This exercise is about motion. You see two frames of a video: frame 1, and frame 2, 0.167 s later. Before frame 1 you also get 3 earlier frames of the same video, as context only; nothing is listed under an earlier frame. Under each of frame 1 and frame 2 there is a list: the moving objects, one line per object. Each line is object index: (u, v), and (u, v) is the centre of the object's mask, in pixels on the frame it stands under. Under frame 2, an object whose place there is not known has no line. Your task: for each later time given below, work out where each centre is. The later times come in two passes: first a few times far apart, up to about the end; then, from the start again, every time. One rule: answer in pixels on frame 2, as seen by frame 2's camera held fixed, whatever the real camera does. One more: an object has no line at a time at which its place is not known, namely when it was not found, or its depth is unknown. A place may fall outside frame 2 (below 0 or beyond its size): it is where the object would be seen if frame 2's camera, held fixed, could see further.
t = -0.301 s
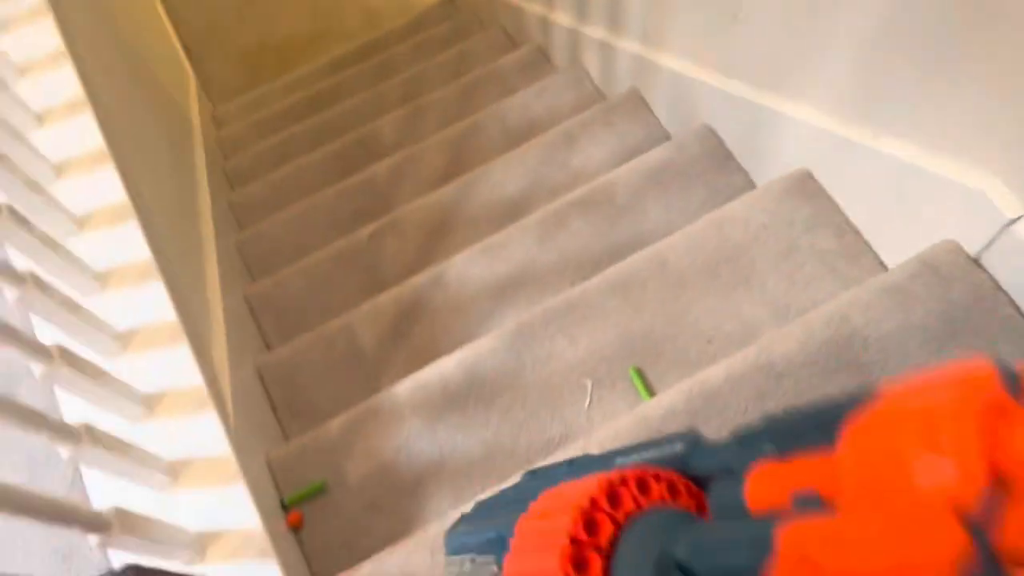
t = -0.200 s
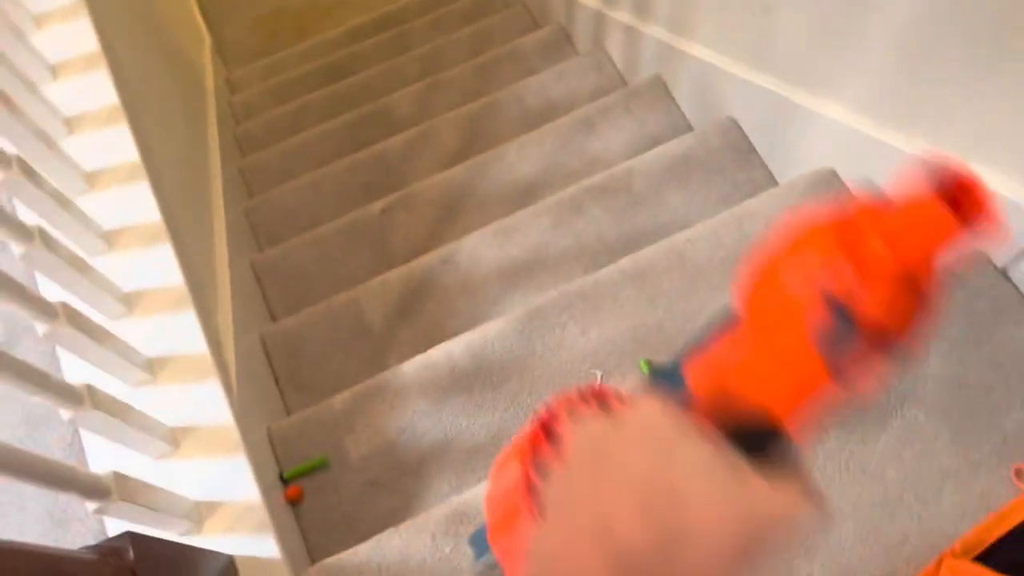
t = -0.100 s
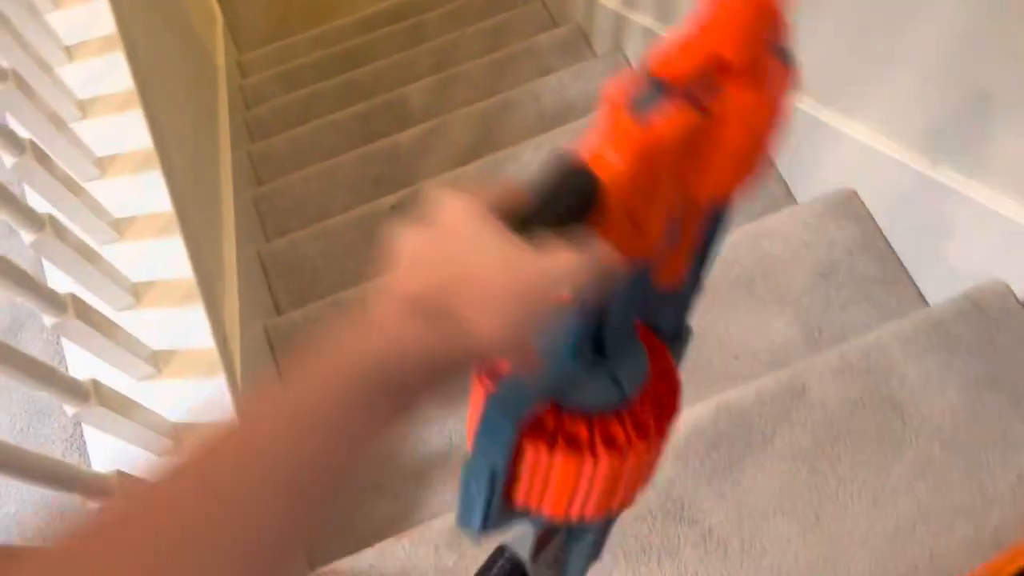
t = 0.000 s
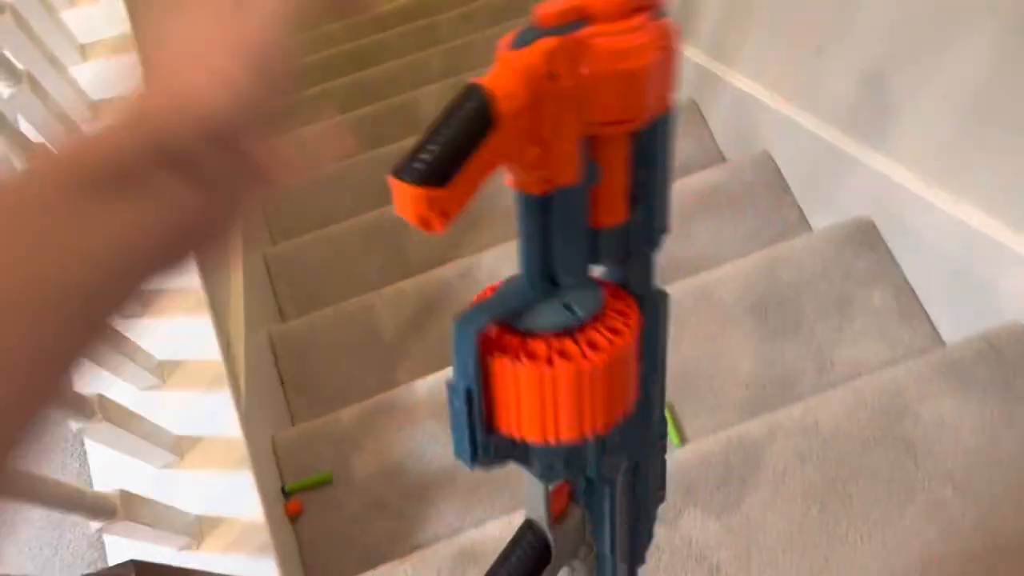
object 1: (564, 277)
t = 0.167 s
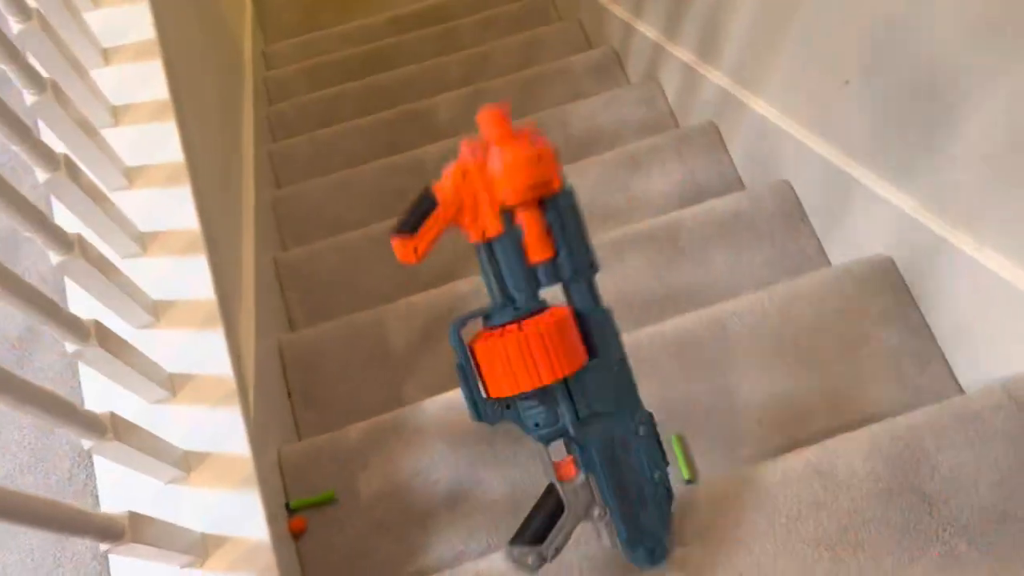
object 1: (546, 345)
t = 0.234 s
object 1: (540, 372)
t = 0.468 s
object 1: (471, 198)
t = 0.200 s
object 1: (544, 355)
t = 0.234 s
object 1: (540, 372)
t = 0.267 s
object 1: (530, 370)
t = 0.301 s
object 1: (518, 349)
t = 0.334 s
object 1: (507, 304)
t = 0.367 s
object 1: (490, 260)
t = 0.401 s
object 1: (484, 235)
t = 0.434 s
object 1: (478, 216)
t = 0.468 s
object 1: (471, 198)
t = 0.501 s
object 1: (466, 185)
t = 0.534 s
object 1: (462, 177)
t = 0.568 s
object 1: (458, 174)
